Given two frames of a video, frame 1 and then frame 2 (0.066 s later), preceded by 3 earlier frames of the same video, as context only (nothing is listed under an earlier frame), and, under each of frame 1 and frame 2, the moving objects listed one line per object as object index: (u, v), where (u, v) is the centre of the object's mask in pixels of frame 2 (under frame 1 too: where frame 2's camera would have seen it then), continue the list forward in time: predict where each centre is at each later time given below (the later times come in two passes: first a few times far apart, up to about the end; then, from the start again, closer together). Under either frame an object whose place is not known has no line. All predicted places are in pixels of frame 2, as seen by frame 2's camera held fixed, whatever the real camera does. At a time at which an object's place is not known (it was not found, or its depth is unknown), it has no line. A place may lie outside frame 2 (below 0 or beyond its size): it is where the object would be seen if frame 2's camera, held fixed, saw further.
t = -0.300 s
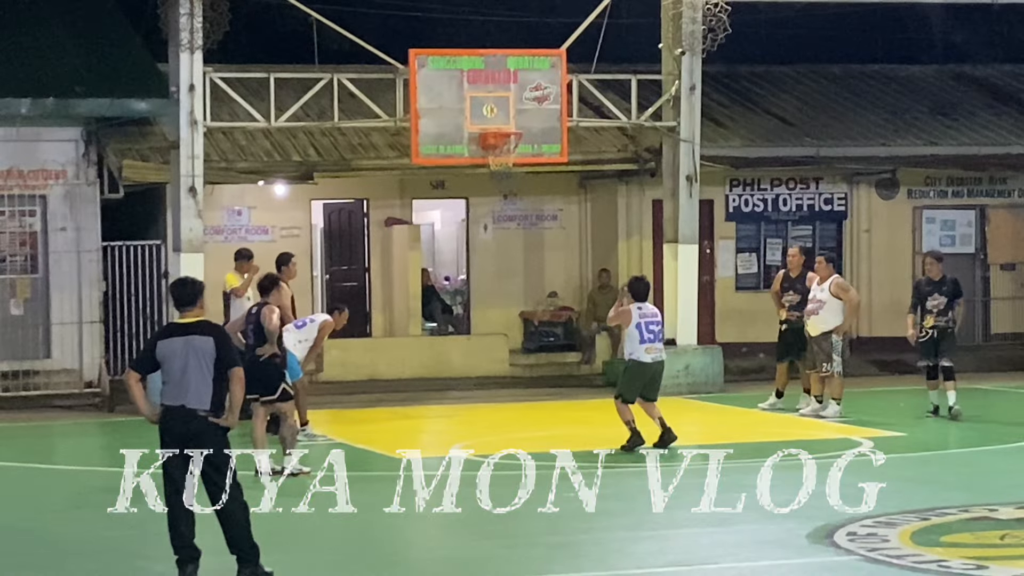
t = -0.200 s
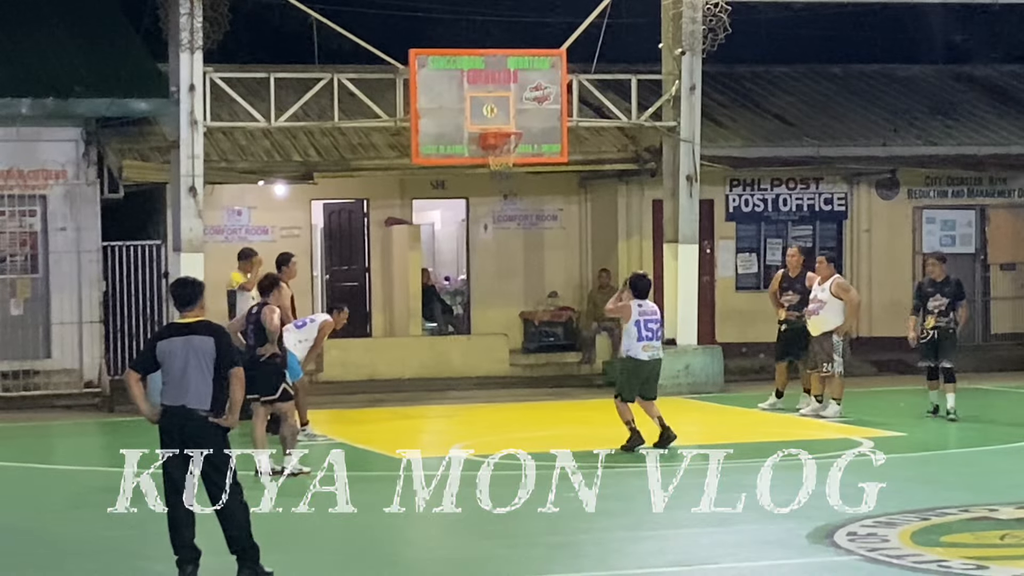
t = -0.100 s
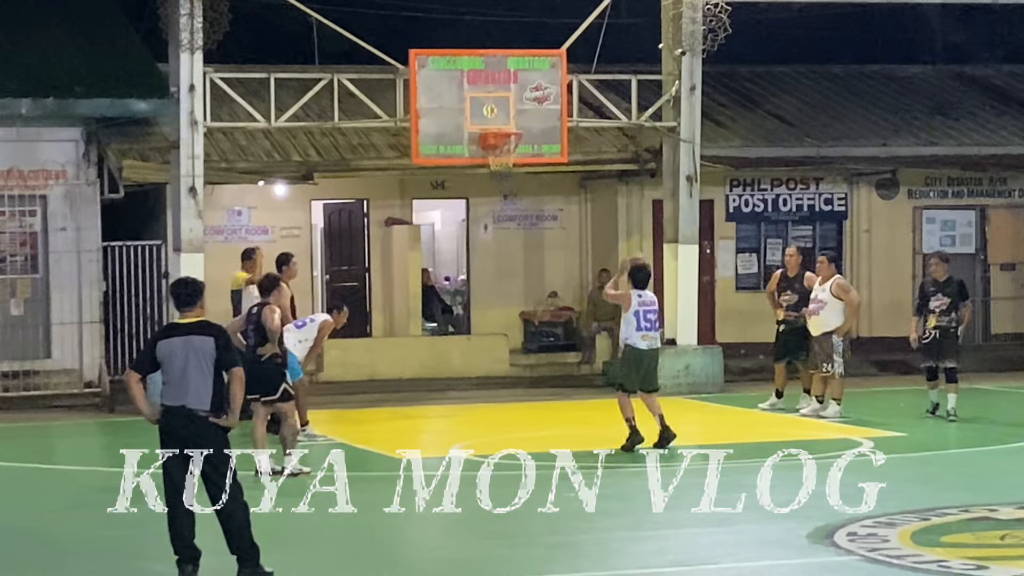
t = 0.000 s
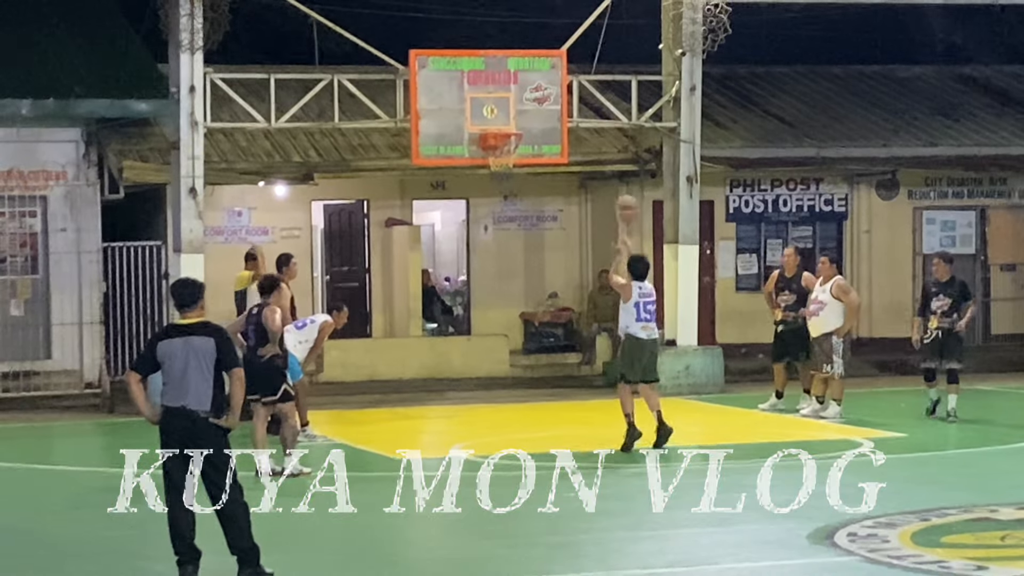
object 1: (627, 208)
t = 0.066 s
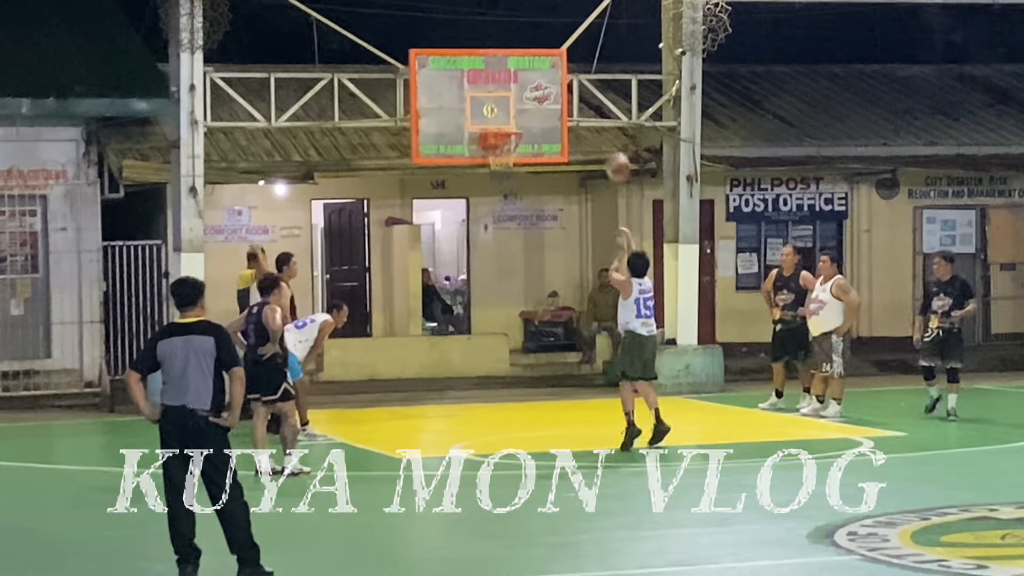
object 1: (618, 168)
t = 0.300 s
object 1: (588, 61)
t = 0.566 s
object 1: (559, 13)
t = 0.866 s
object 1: (529, 39)
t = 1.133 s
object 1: (506, 122)
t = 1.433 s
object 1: (497, 100)
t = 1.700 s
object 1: (500, 105)
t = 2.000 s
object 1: (498, 110)
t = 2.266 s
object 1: (496, 145)
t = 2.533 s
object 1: (501, 203)
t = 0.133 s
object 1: (610, 127)
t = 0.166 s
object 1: (605, 112)
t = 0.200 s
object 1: (601, 99)
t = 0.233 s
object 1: (596, 86)
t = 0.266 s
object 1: (593, 72)
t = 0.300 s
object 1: (588, 61)
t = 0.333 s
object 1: (584, 50)
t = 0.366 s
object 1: (581, 43)
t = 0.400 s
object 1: (577, 35)
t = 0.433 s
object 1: (573, 27)
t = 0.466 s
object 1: (569, 22)
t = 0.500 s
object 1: (566, 18)
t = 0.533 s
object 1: (562, 15)
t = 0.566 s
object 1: (559, 13)
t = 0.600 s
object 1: (555, 12)
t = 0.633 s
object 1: (552, 12)
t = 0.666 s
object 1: (548, 13)
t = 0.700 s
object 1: (545, 15)
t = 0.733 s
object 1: (542, 18)
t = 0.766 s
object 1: (539, 22)
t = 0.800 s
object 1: (535, 27)
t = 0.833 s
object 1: (532, 34)
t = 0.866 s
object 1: (529, 39)
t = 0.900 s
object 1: (526, 47)
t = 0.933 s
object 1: (523, 56)
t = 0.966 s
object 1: (519, 66)
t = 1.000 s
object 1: (517, 78)
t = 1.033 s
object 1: (514, 90)
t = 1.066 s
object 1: (512, 104)
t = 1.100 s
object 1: (510, 118)
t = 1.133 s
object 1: (506, 122)
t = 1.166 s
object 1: (505, 120)
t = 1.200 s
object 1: (503, 120)
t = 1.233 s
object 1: (499, 122)
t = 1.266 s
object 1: (497, 122)
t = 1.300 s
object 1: (496, 120)
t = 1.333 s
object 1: (496, 114)
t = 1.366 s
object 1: (496, 109)
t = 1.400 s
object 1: (497, 104)
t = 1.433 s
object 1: (497, 100)
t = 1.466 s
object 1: (497, 97)
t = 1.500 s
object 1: (498, 95)
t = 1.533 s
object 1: (498, 94)
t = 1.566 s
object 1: (498, 94)
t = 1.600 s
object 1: (499, 96)
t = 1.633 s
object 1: (499, 98)
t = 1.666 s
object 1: (499, 102)
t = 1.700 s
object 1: (500, 105)
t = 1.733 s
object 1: (499, 110)
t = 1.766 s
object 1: (500, 116)
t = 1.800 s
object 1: (500, 121)
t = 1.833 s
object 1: (499, 119)
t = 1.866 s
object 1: (499, 115)
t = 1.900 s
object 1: (498, 112)
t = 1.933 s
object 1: (498, 110)
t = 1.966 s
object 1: (498, 109)
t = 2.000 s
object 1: (498, 110)
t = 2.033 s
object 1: (497, 110)
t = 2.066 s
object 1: (497, 112)
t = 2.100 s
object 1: (497, 115)
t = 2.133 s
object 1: (497, 119)
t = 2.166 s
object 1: (497, 122)
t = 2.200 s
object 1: (496, 126)
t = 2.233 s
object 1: (499, 136)
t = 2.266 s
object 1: (496, 145)
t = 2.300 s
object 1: (497, 149)
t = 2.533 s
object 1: (501, 203)
